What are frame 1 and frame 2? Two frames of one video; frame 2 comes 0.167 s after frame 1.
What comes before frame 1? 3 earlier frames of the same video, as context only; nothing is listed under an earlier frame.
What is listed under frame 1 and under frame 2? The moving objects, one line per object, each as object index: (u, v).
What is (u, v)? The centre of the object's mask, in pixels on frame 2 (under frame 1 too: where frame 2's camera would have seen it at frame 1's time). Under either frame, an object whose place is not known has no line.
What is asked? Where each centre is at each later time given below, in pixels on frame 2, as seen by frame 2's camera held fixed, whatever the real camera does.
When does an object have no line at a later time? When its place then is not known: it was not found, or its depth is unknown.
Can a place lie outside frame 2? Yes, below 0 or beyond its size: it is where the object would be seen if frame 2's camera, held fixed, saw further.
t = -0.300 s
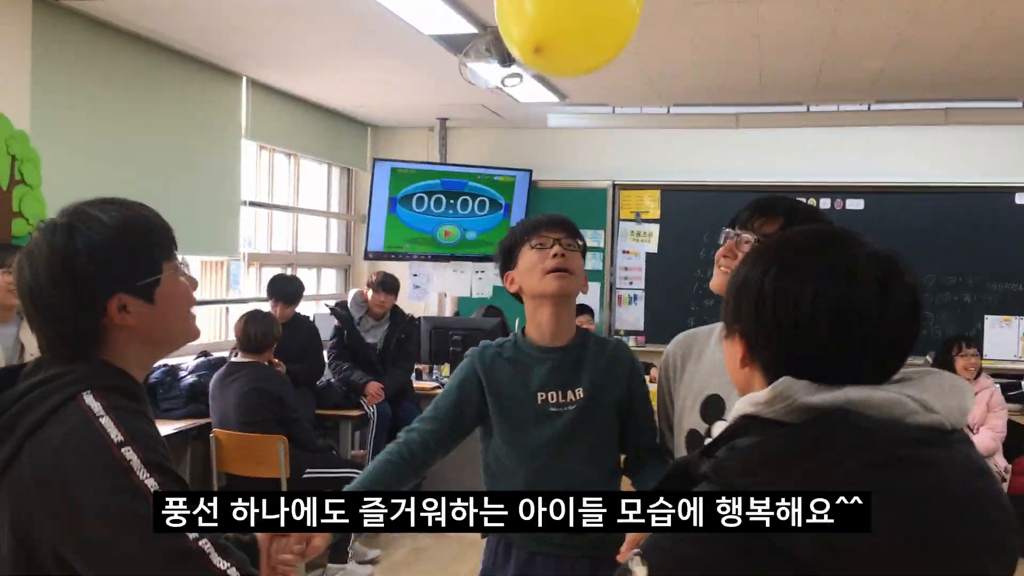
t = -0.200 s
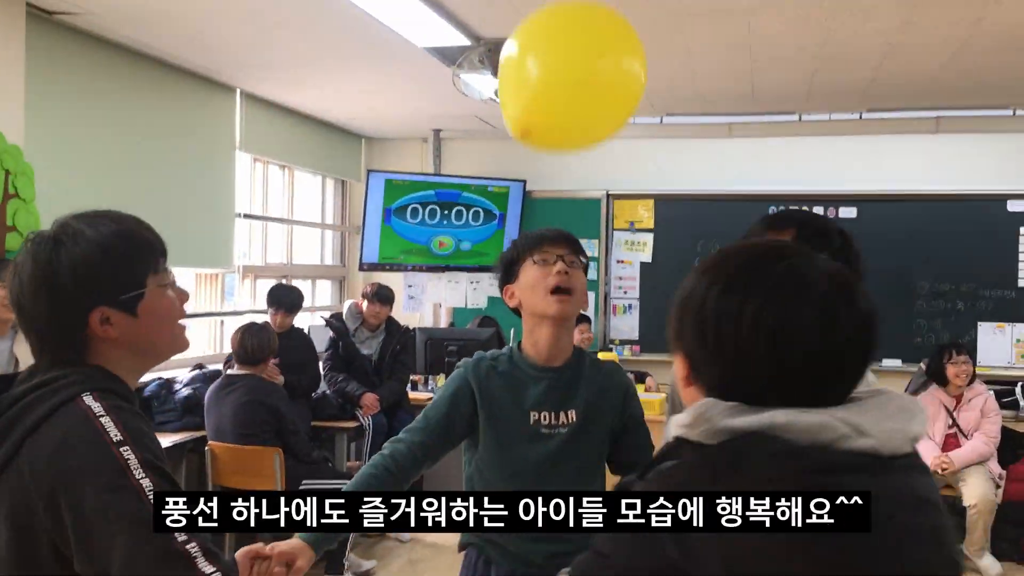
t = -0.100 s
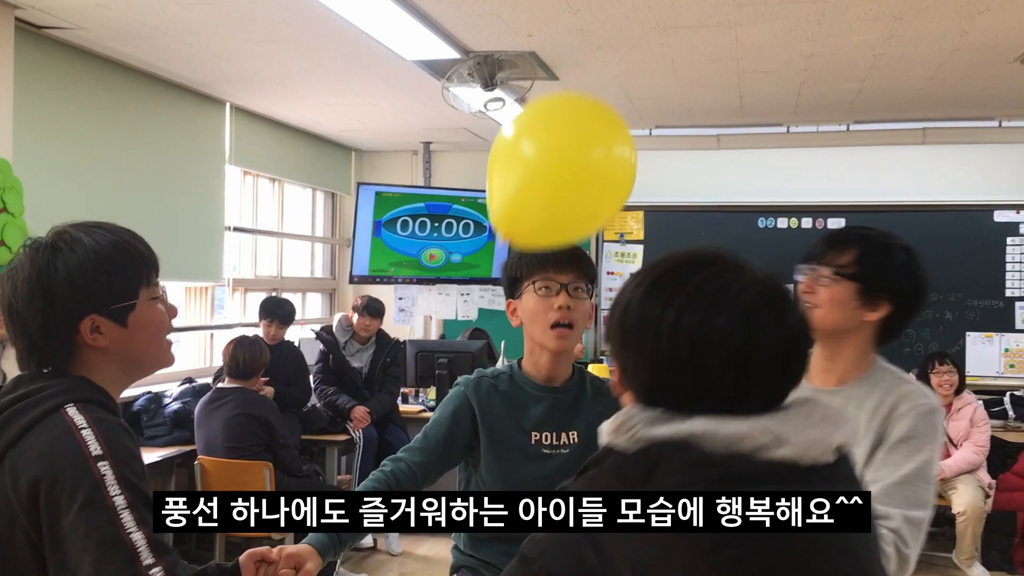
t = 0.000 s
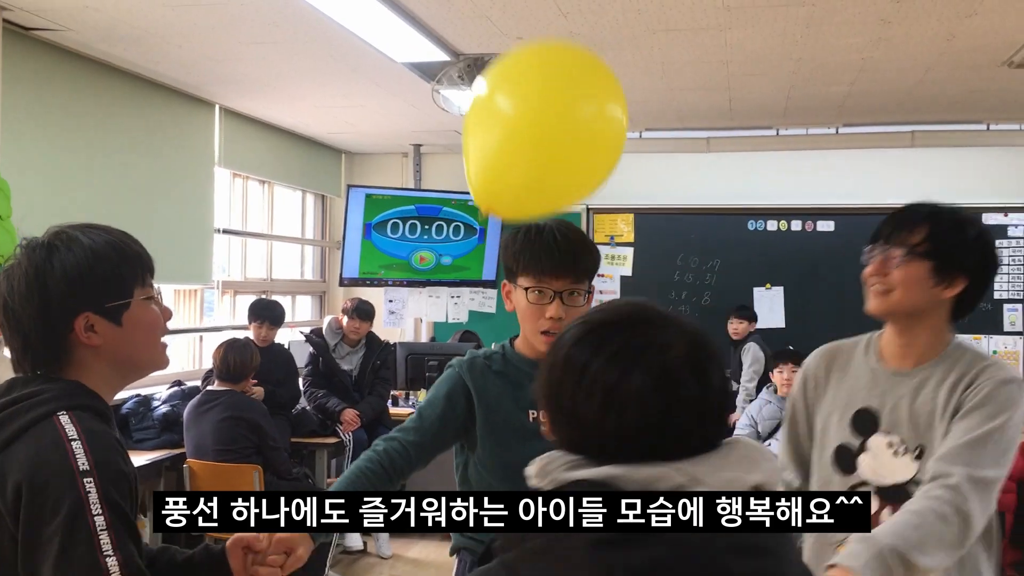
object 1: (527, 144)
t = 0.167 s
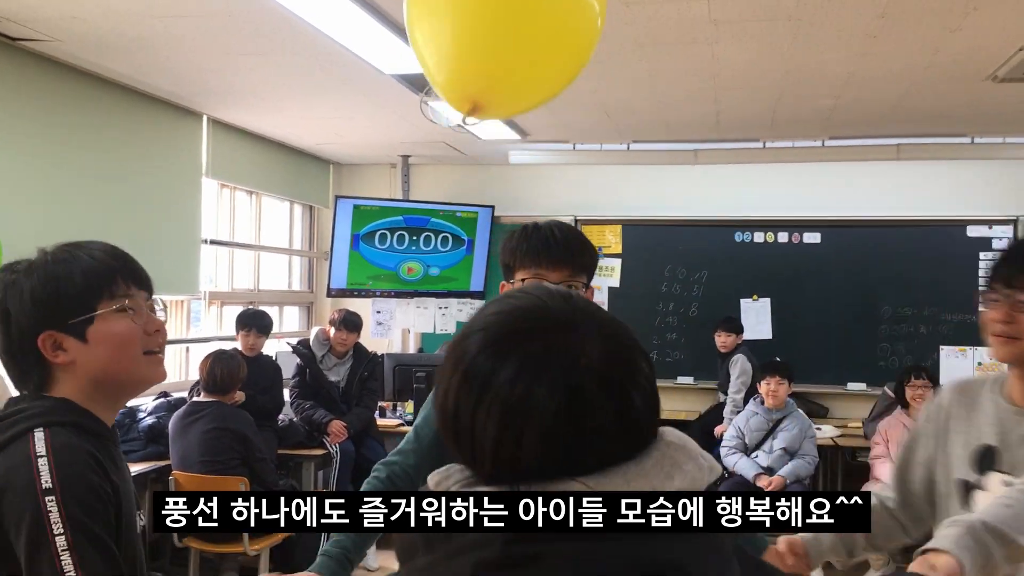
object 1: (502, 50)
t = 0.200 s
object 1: (496, 40)
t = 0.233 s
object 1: (489, 25)
